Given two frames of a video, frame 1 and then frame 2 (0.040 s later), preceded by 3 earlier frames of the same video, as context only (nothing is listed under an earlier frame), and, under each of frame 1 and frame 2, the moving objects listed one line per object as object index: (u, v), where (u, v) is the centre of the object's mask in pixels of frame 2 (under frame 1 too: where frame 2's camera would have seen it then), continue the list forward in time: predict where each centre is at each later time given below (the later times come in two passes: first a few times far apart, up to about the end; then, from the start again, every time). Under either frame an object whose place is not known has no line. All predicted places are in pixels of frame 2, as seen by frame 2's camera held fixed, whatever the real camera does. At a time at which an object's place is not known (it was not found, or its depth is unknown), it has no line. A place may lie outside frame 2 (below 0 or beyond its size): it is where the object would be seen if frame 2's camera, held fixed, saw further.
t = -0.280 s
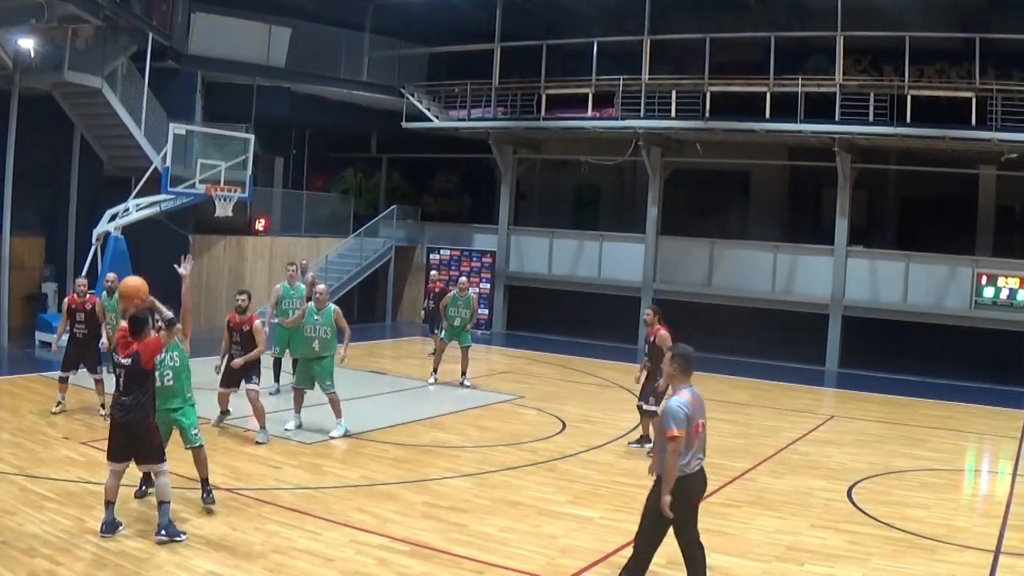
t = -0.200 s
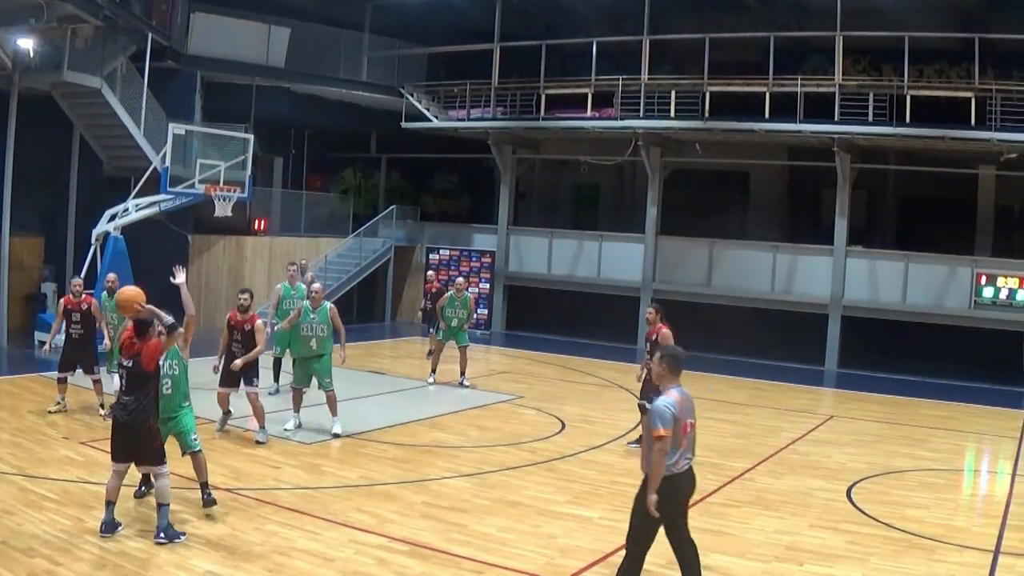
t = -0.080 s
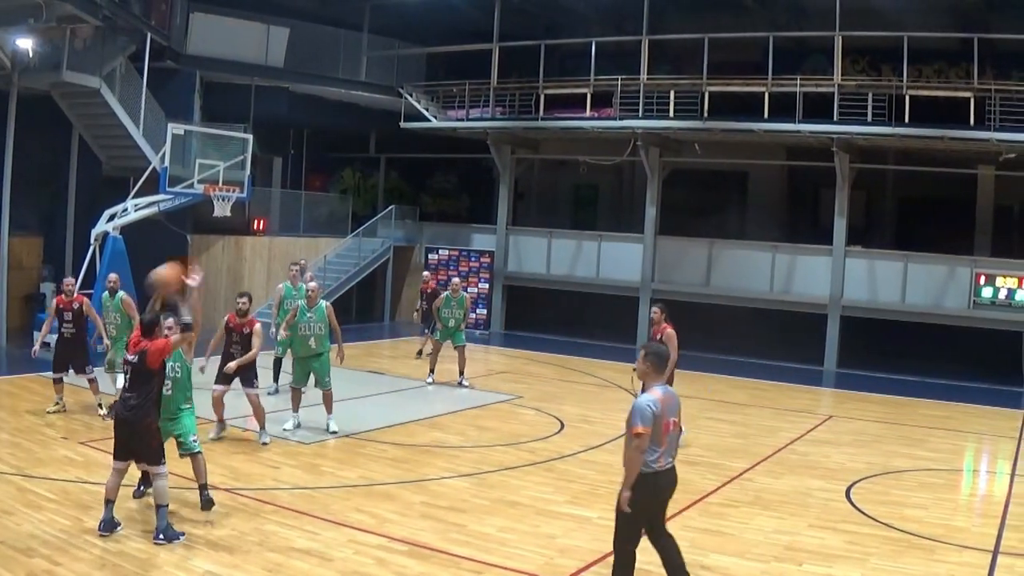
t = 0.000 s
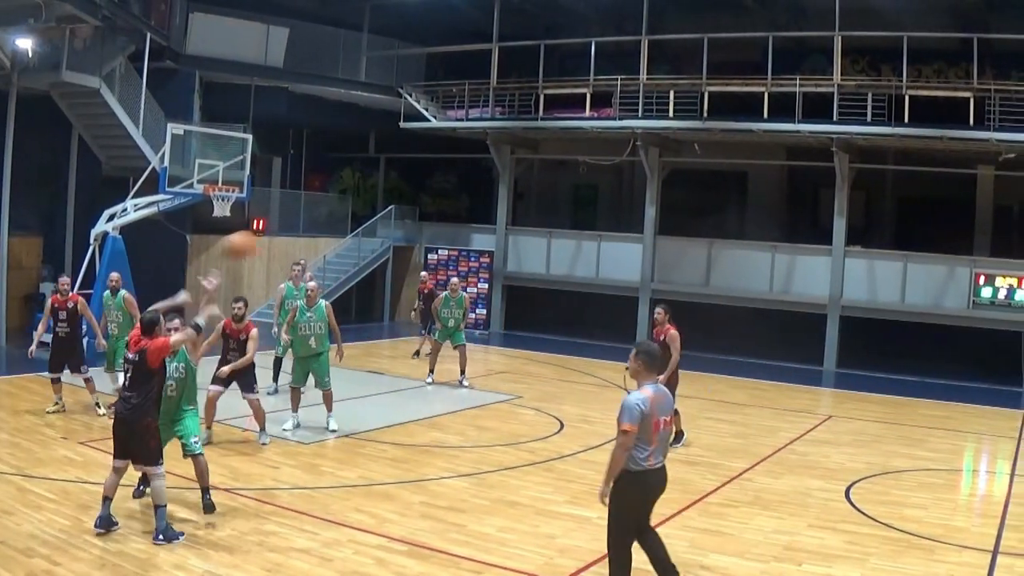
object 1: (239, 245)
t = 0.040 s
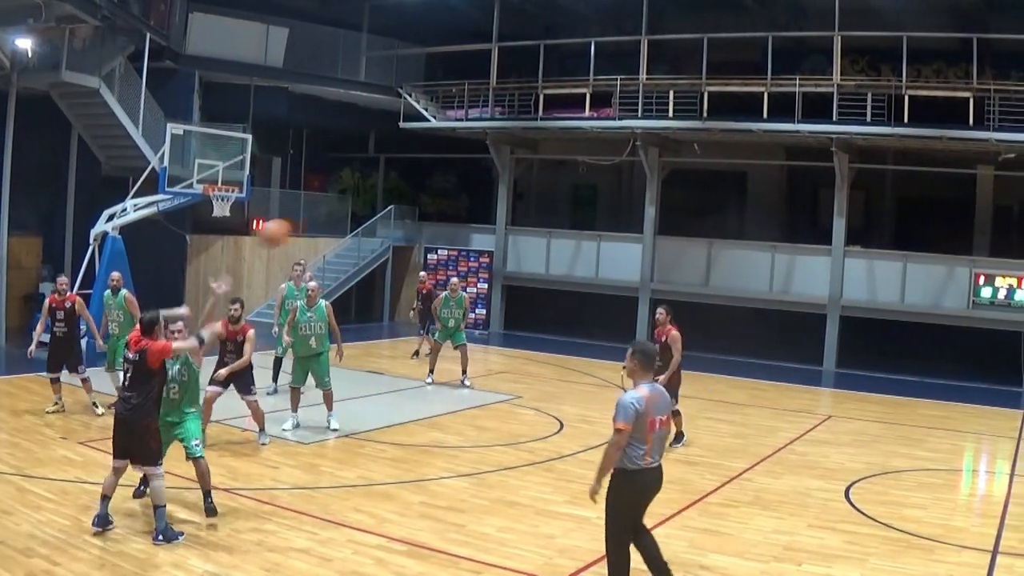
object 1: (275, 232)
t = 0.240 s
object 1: (420, 209)
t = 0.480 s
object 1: (550, 231)
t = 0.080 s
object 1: (306, 223)
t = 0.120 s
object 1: (337, 218)
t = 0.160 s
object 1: (365, 212)
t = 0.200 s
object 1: (395, 209)
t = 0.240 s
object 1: (420, 209)
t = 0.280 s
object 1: (444, 209)
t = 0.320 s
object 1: (468, 211)
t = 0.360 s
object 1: (490, 215)
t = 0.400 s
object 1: (512, 219)
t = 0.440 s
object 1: (530, 224)
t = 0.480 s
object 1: (550, 231)
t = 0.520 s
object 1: (566, 240)
